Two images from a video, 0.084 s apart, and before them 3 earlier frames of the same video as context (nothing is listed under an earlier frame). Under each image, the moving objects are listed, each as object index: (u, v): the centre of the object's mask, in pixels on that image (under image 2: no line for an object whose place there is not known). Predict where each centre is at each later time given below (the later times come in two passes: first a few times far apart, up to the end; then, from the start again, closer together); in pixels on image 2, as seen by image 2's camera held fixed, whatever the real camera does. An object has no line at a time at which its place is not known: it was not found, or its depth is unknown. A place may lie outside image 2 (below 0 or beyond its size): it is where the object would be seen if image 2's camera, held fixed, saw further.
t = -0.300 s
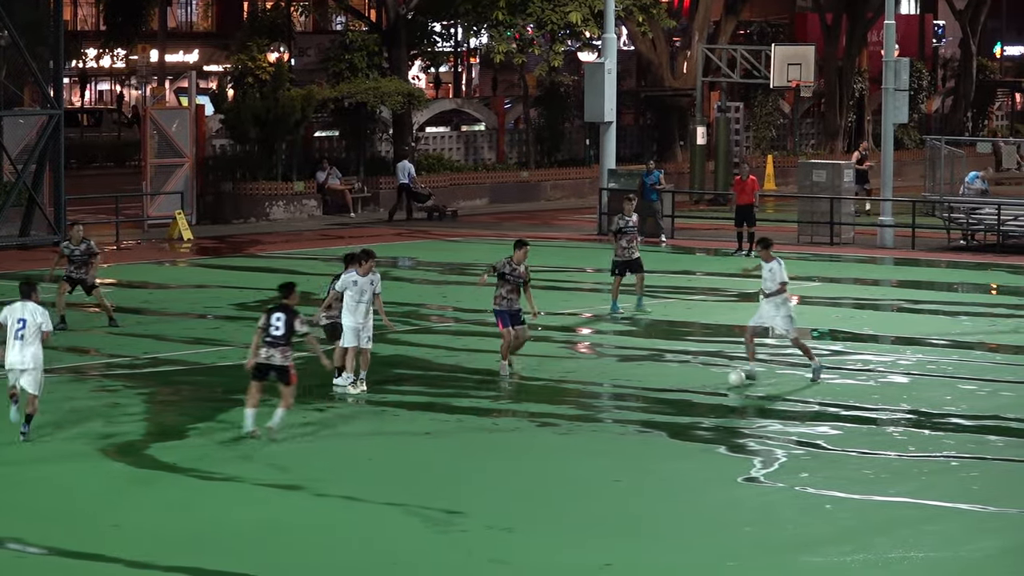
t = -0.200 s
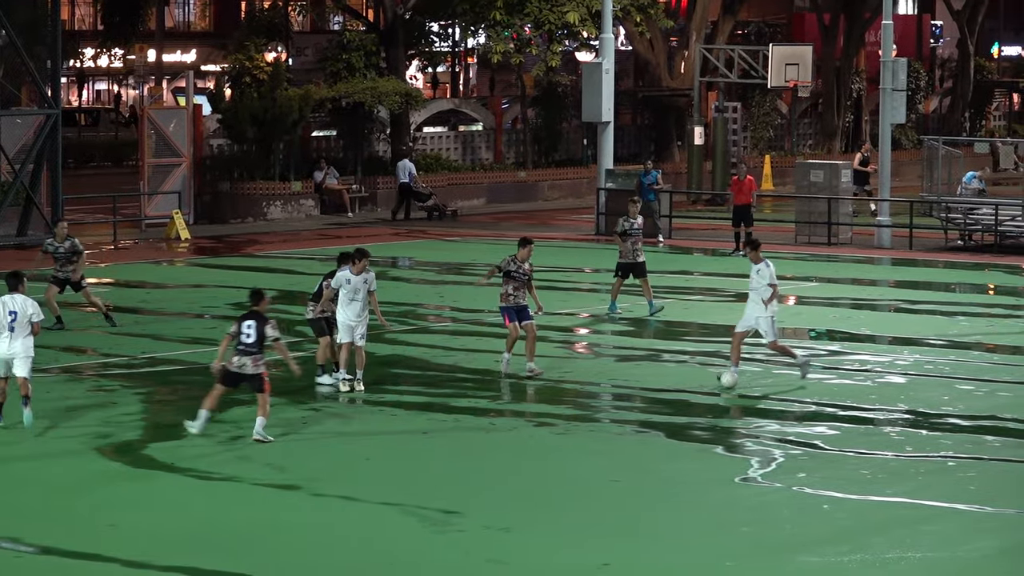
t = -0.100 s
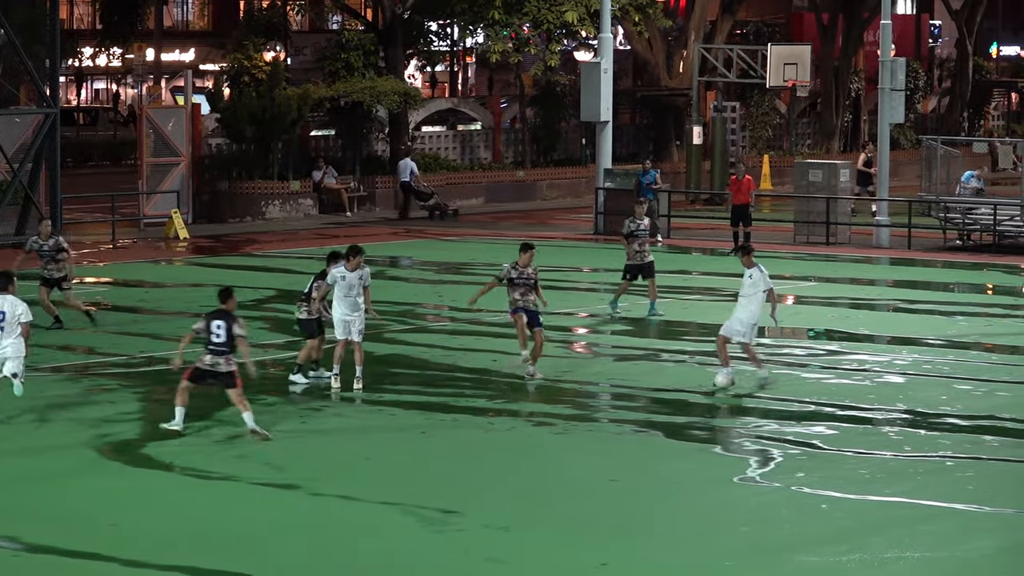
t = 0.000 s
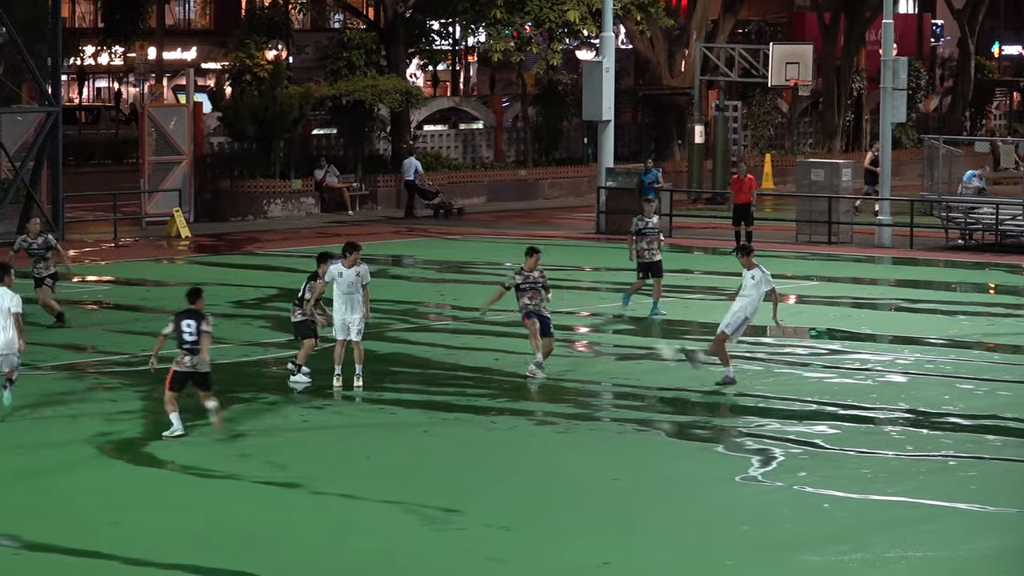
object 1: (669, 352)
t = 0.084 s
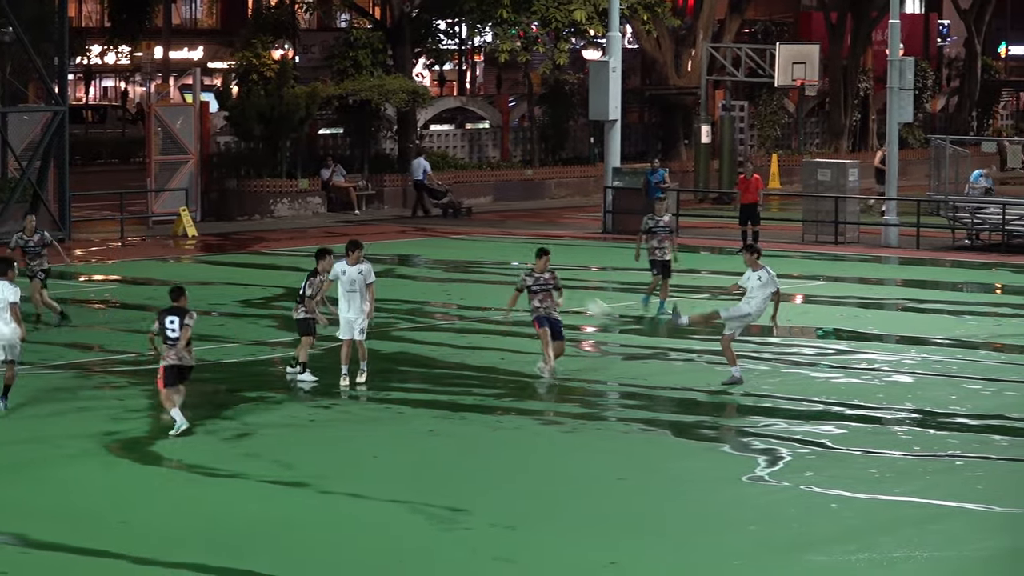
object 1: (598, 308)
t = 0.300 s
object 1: (402, 228)
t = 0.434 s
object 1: (290, 197)
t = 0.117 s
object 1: (566, 295)
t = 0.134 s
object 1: (552, 286)
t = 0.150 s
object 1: (537, 281)
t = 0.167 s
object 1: (520, 273)
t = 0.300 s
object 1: (402, 228)
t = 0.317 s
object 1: (388, 223)
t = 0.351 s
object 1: (360, 215)
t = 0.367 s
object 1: (346, 212)
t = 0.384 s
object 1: (332, 208)
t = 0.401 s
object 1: (318, 204)
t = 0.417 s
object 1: (304, 201)
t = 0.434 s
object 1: (290, 197)
